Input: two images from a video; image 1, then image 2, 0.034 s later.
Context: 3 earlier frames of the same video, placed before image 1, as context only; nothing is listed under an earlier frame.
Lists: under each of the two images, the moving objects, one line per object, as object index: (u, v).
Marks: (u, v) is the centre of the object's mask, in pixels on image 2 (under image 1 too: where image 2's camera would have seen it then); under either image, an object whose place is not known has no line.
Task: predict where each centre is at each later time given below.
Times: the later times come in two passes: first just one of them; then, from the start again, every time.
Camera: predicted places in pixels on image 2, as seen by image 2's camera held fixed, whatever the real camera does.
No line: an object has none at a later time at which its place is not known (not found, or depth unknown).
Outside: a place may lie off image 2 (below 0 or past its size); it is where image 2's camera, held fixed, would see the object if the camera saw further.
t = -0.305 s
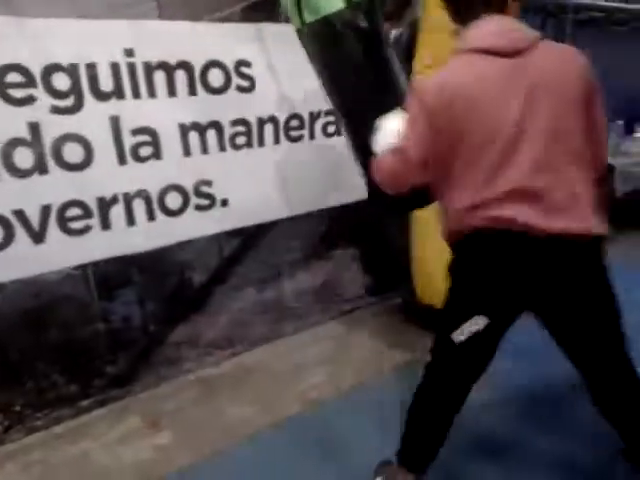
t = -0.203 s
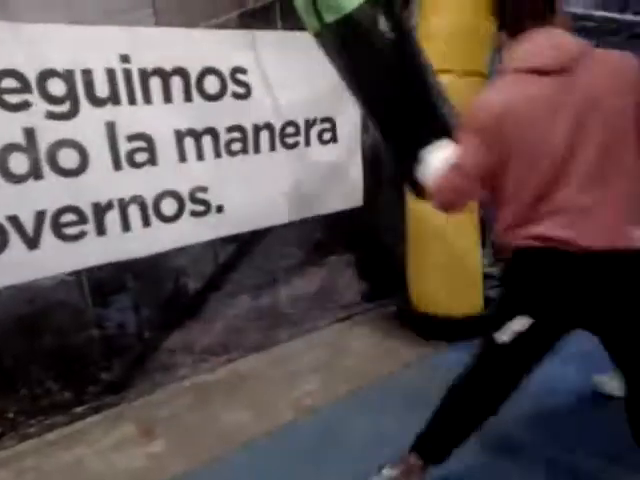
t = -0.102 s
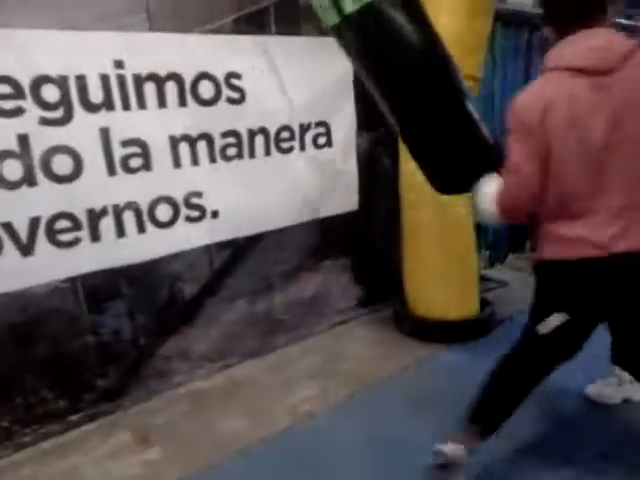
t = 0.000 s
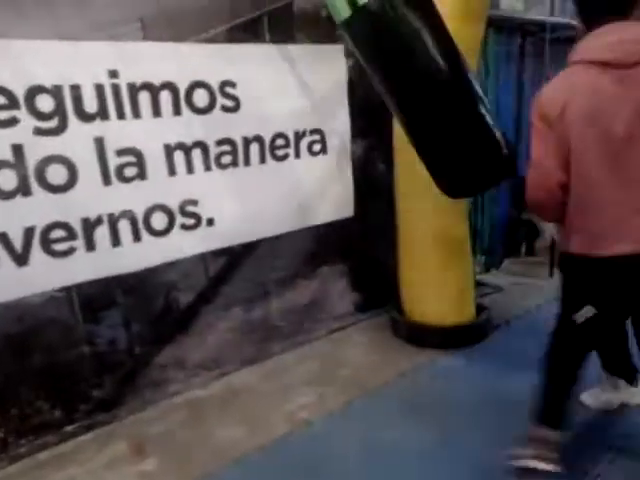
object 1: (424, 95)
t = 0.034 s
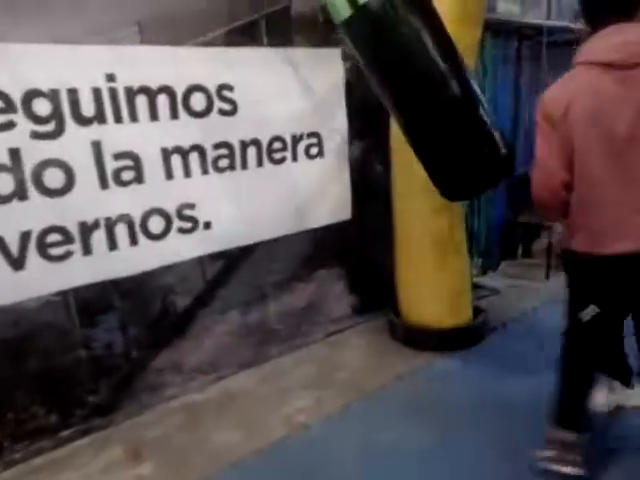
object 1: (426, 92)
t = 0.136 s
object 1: (423, 92)
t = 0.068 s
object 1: (427, 91)
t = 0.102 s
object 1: (426, 90)
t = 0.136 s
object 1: (423, 92)
